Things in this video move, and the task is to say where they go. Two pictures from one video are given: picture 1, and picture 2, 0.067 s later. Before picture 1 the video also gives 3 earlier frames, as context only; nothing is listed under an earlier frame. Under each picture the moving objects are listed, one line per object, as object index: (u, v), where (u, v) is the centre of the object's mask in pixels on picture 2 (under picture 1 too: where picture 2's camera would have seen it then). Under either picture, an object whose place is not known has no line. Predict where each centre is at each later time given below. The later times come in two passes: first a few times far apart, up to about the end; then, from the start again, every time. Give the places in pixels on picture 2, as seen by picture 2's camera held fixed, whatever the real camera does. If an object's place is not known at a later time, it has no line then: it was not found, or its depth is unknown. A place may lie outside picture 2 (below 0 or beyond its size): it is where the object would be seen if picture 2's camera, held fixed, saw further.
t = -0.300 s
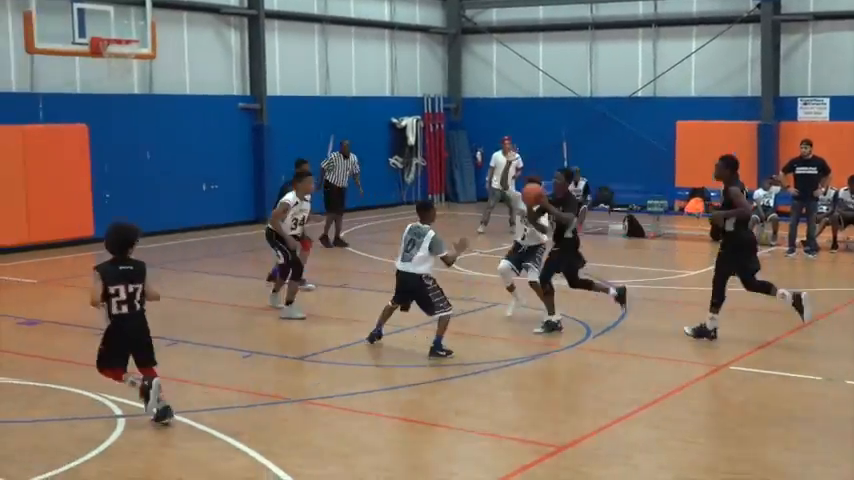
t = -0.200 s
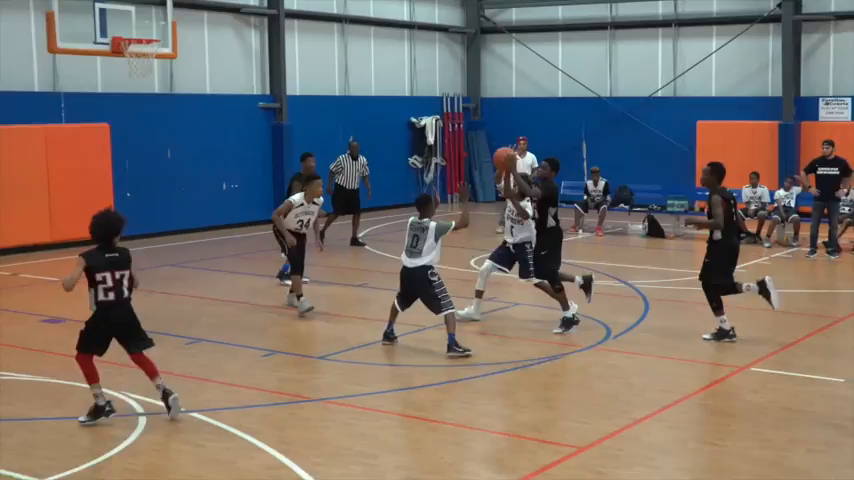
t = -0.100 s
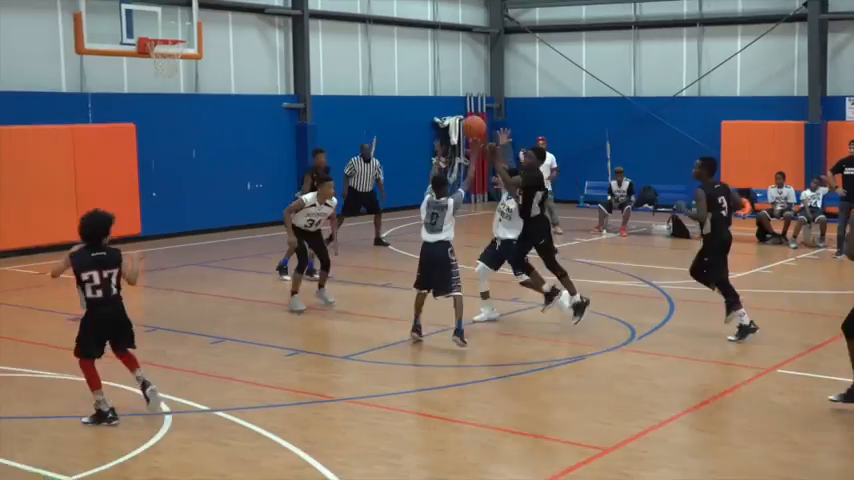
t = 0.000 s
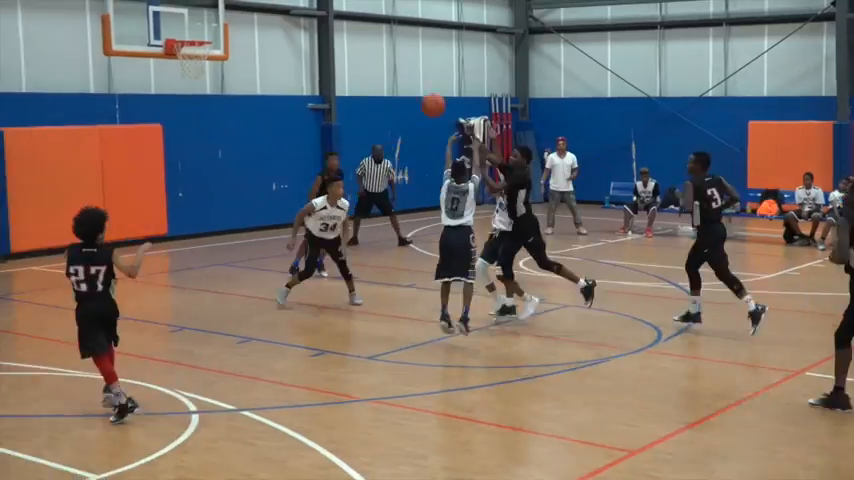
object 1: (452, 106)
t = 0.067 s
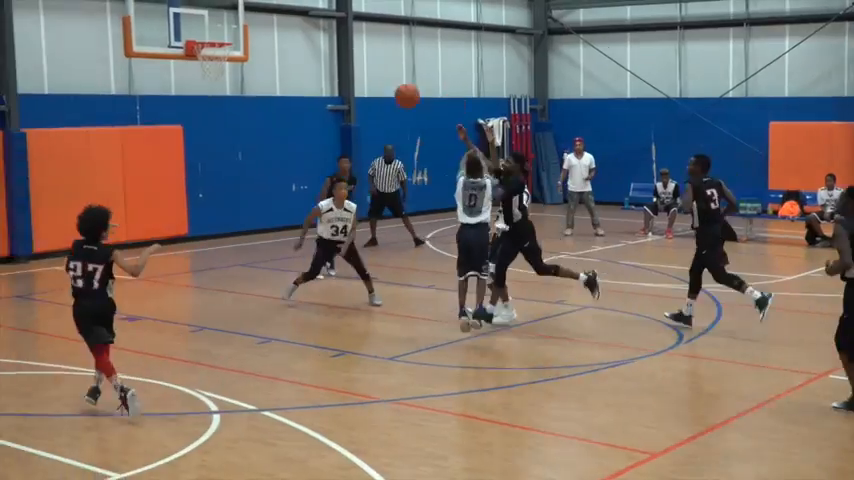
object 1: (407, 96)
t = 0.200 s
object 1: (314, 88)
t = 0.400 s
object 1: (164, 113)
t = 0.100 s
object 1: (384, 92)
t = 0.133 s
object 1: (361, 90)
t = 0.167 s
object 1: (338, 89)
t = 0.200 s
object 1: (314, 88)
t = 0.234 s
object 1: (290, 89)
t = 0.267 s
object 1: (265, 91)
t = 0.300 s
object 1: (241, 95)
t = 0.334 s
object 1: (216, 100)
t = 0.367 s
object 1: (190, 107)
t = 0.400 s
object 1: (164, 113)
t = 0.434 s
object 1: (137, 122)
